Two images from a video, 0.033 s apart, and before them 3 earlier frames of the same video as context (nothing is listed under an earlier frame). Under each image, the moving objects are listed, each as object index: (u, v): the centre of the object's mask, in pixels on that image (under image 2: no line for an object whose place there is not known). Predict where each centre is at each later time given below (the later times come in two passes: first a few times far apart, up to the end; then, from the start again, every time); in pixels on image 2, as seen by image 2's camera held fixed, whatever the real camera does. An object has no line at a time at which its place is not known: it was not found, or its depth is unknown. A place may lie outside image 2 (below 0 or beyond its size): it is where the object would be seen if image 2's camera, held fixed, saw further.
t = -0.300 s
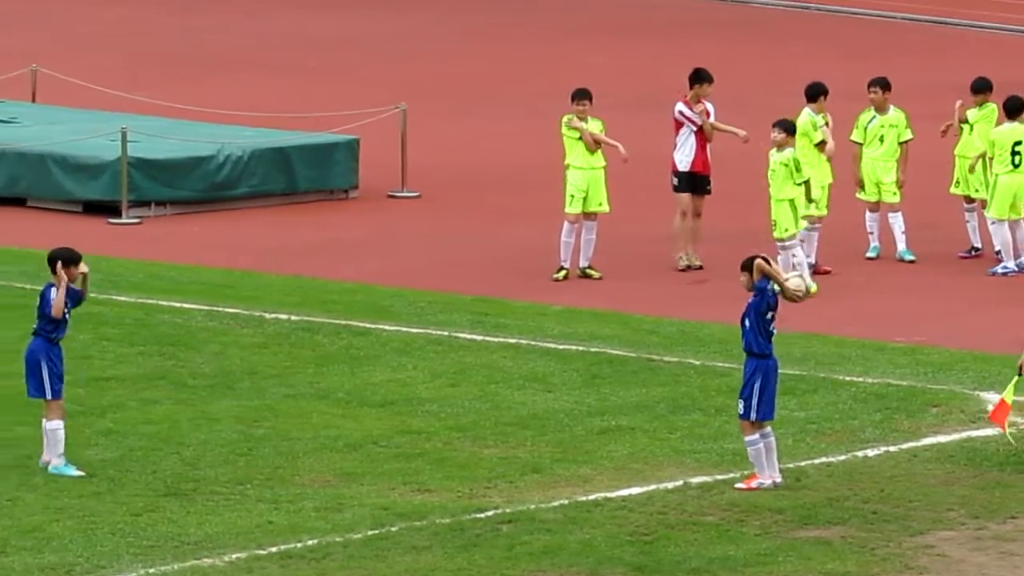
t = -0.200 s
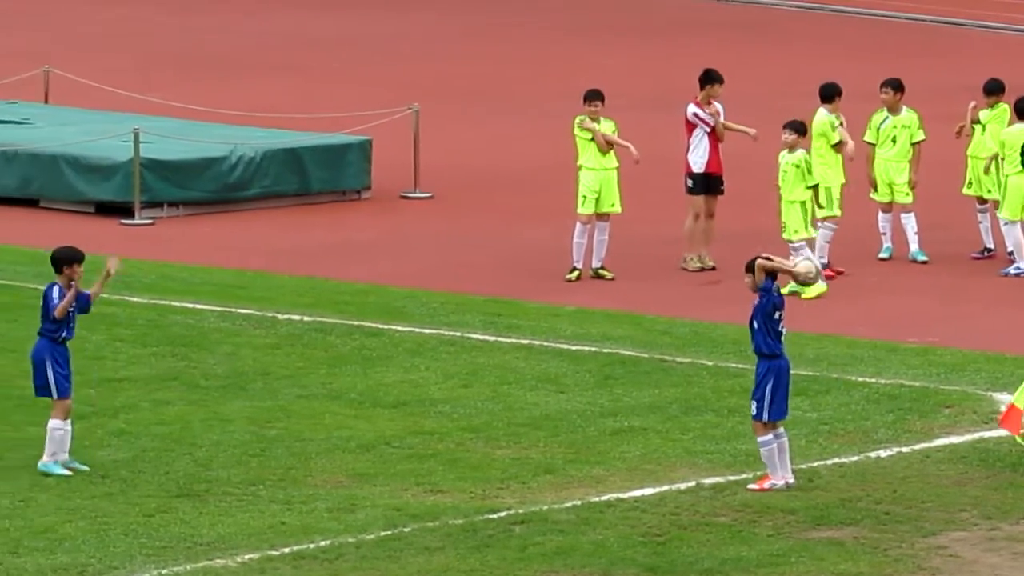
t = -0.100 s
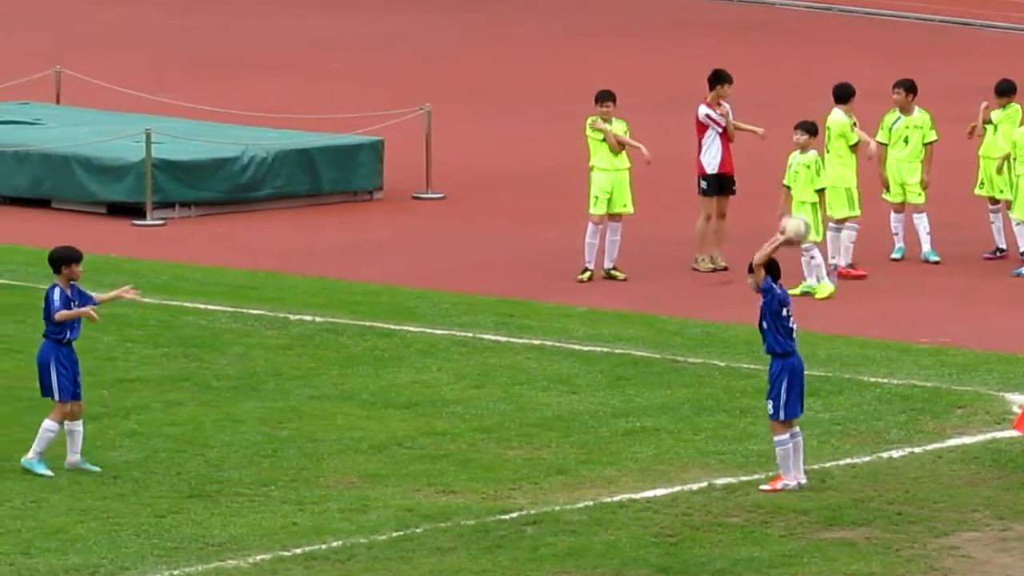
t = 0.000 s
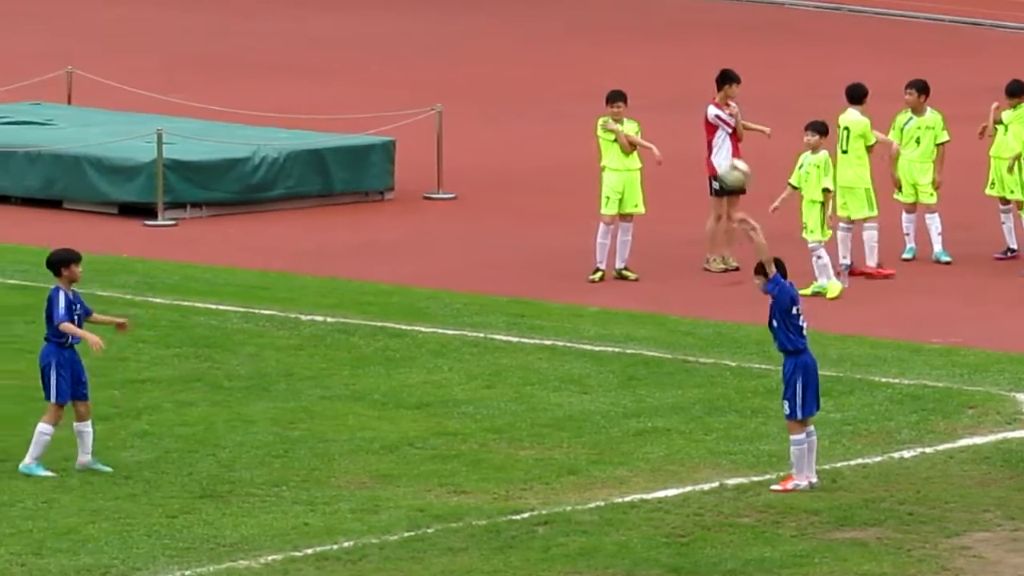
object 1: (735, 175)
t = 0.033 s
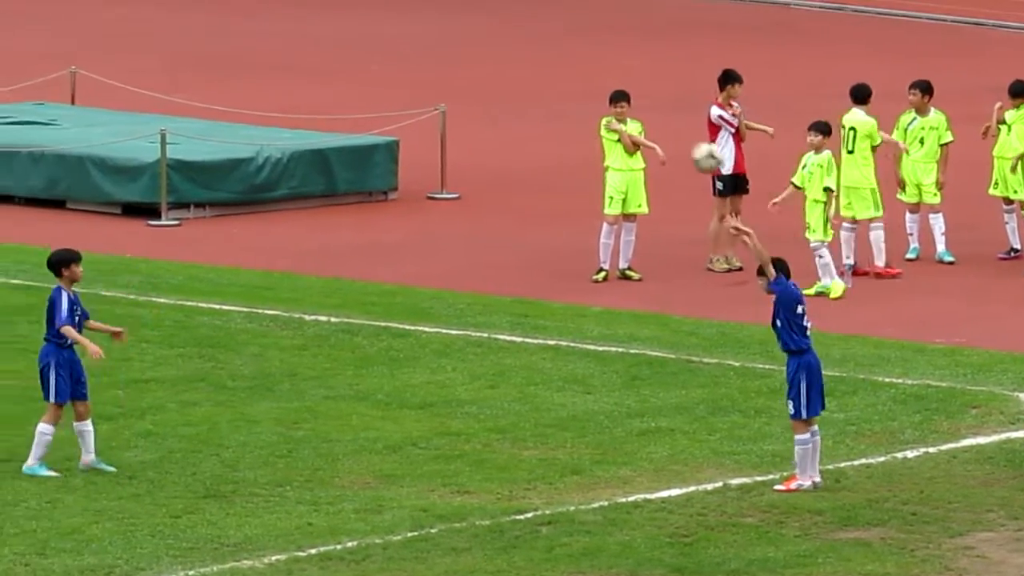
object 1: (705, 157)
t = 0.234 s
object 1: (542, 98)
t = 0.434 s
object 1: (381, 93)
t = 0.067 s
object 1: (680, 143)
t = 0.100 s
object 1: (654, 131)
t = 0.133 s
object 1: (624, 117)
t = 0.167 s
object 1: (596, 111)
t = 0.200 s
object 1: (570, 104)
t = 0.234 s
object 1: (542, 98)
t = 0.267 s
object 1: (515, 94)
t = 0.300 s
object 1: (488, 91)
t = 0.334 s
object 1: (460, 87)
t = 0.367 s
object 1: (432, 88)
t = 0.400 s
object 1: (405, 91)
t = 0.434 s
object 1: (381, 93)
